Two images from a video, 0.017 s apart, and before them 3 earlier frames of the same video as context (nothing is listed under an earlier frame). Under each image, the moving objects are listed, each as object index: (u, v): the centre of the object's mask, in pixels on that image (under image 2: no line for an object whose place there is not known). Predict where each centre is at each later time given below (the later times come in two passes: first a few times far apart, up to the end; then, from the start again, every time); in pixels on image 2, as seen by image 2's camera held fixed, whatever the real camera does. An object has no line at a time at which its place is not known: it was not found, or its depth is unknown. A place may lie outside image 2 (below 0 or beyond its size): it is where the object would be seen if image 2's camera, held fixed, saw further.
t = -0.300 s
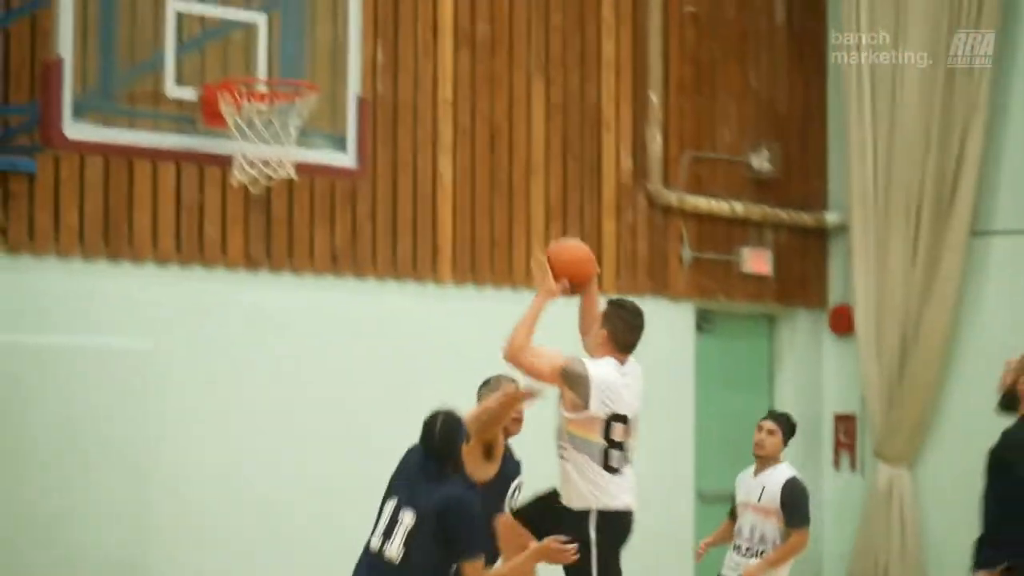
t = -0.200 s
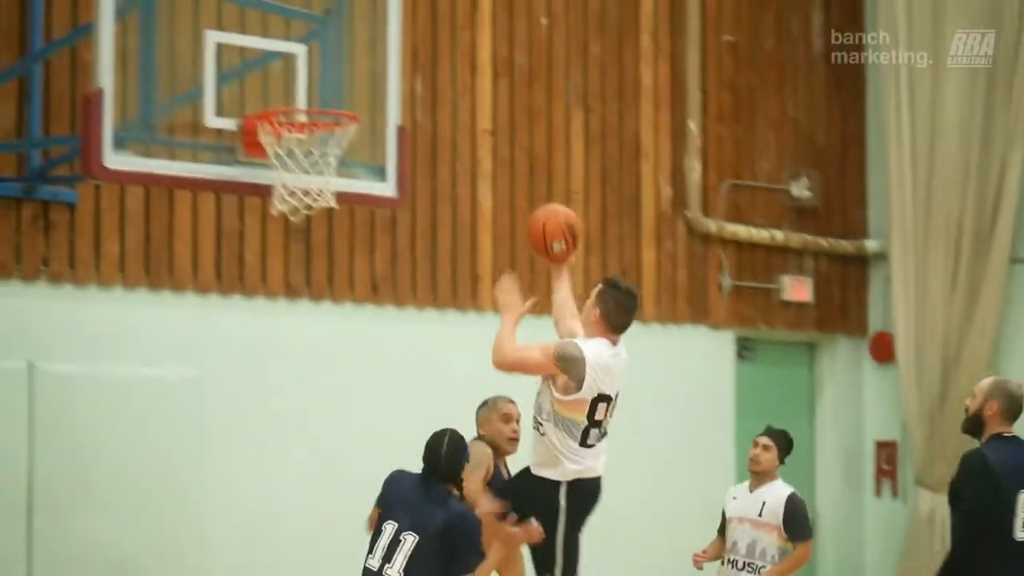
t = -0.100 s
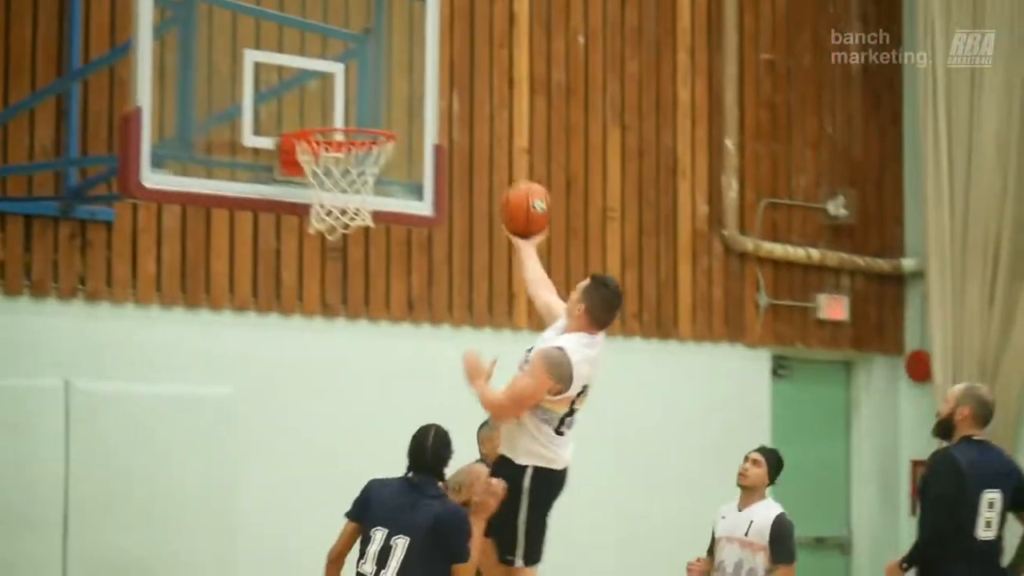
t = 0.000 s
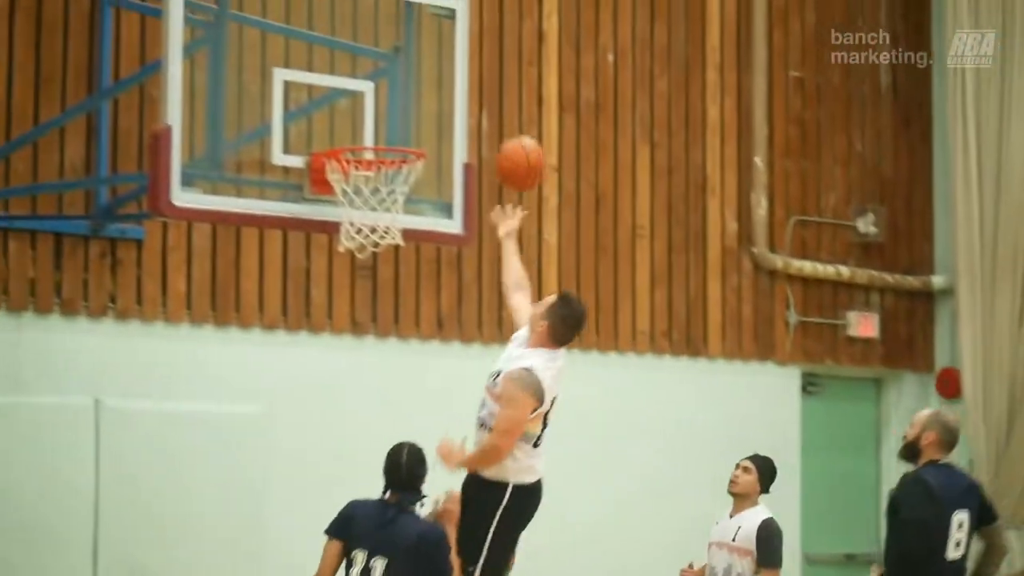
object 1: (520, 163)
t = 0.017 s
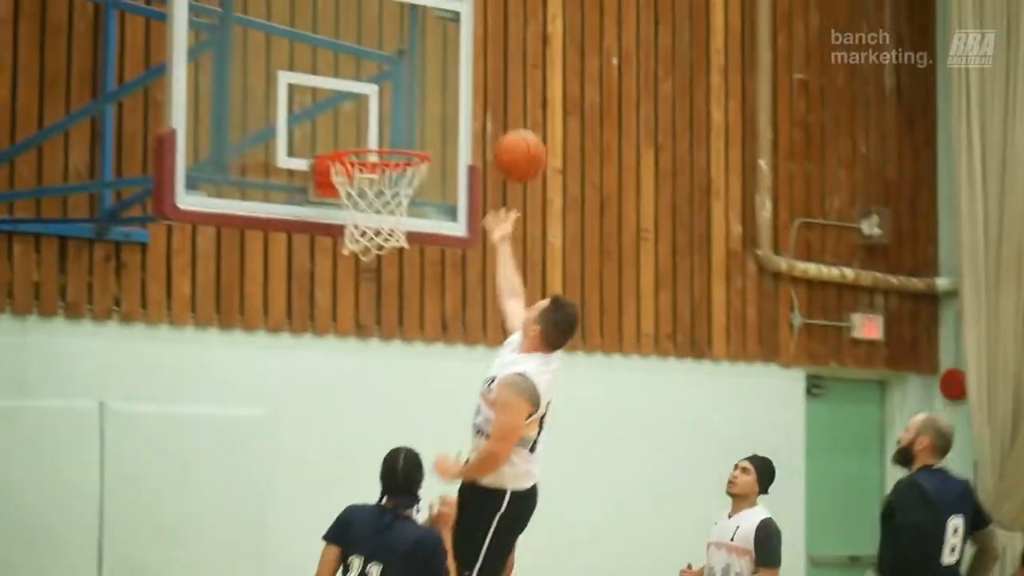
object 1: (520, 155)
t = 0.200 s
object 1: (469, 93)
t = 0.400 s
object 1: (416, 104)
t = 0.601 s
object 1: (366, 103)
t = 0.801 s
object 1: (346, 75)
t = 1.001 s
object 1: (346, 118)
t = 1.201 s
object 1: (358, 88)
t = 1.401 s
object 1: (370, 118)
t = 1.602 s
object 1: (393, 182)
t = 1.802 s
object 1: (403, 287)
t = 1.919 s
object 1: (403, 377)
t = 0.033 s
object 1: (515, 146)
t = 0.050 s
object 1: (510, 138)
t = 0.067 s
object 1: (505, 131)
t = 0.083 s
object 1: (501, 124)
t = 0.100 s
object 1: (496, 118)
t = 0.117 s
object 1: (492, 112)
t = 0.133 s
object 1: (486, 107)
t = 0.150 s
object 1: (482, 102)
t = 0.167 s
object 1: (478, 98)
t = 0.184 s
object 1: (474, 95)
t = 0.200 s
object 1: (469, 93)
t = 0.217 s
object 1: (465, 90)
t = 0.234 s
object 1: (460, 89)
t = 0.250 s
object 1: (456, 88)
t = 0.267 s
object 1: (451, 87)
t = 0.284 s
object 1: (447, 87)
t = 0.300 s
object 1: (443, 87)
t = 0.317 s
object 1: (439, 89)
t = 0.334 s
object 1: (434, 91)
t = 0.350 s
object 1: (430, 93)
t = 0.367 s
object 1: (425, 96)
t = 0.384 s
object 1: (421, 100)
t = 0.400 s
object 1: (416, 104)
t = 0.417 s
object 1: (412, 109)
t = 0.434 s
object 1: (407, 113)
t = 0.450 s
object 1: (404, 119)
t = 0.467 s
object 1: (400, 125)
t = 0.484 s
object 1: (395, 129)
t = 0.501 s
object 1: (391, 133)
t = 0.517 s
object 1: (387, 131)
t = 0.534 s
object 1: (383, 126)
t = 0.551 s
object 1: (379, 119)
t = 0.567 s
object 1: (375, 114)
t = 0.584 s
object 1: (370, 108)
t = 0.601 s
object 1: (366, 103)
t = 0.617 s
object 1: (361, 99)
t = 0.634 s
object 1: (358, 95)
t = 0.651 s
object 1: (353, 92)
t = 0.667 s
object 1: (350, 89)
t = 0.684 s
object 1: (346, 86)
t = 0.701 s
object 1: (346, 83)
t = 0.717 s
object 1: (346, 80)
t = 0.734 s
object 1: (346, 78)
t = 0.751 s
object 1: (346, 76)
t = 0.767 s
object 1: (346, 76)
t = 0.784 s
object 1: (346, 75)
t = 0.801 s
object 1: (346, 75)
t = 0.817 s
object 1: (346, 75)
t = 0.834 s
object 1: (346, 76)
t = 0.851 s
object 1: (346, 78)
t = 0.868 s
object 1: (346, 80)
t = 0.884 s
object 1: (346, 82)
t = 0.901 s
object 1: (346, 86)
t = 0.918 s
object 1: (346, 90)
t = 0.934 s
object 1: (345, 95)
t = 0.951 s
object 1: (346, 100)
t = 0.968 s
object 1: (346, 106)
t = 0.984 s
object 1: (346, 112)
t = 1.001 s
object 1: (346, 118)
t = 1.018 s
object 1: (345, 126)
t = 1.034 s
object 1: (345, 125)
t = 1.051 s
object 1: (347, 119)
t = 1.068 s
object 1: (349, 114)
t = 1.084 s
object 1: (350, 109)
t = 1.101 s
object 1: (351, 105)
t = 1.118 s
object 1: (352, 100)
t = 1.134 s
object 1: (353, 97)
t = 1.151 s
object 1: (354, 94)
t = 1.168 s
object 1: (355, 91)
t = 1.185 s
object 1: (357, 89)
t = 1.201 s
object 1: (358, 88)
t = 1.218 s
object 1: (359, 88)
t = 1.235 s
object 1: (359, 87)
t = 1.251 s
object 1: (360, 88)
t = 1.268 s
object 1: (362, 89)
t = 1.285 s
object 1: (364, 90)
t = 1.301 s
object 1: (365, 93)
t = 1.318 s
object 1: (366, 95)
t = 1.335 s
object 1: (367, 98)
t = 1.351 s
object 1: (368, 102)
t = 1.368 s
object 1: (369, 107)
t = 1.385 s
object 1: (370, 112)
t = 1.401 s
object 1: (370, 118)
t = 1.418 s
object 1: (371, 123)
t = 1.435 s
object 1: (373, 129)
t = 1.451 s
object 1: (375, 133)
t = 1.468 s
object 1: (377, 136)
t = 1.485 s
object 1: (379, 137)
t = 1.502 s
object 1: (381, 138)
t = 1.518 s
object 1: (383, 141)
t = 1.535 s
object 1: (384, 159)
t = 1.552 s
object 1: (388, 165)
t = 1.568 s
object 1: (389, 171)
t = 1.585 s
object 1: (390, 175)
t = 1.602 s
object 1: (393, 182)
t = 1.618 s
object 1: (395, 191)
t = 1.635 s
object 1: (398, 198)
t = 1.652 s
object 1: (397, 210)
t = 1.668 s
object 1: (399, 216)
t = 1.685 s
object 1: (401, 225)
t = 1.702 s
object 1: (402, 233)
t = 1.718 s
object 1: (399, 247)
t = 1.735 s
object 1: (400, 250)
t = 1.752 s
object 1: (400, 256)
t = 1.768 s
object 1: (401, 266)
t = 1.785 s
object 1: (402, 276)
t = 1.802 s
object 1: (403, 287)
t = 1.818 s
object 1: (403, 299)
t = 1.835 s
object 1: (404, 310)
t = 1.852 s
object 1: (404, 322)
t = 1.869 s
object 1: (404, 335)
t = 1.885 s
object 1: (404, 348)
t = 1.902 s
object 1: (404, 363)
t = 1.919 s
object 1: (403, 377)
